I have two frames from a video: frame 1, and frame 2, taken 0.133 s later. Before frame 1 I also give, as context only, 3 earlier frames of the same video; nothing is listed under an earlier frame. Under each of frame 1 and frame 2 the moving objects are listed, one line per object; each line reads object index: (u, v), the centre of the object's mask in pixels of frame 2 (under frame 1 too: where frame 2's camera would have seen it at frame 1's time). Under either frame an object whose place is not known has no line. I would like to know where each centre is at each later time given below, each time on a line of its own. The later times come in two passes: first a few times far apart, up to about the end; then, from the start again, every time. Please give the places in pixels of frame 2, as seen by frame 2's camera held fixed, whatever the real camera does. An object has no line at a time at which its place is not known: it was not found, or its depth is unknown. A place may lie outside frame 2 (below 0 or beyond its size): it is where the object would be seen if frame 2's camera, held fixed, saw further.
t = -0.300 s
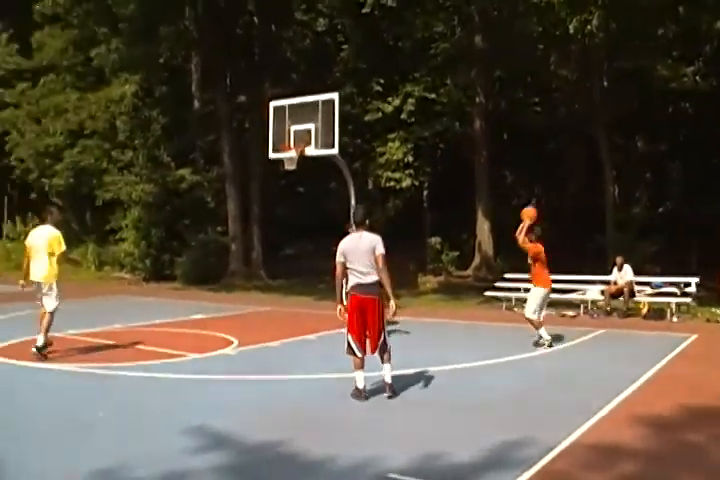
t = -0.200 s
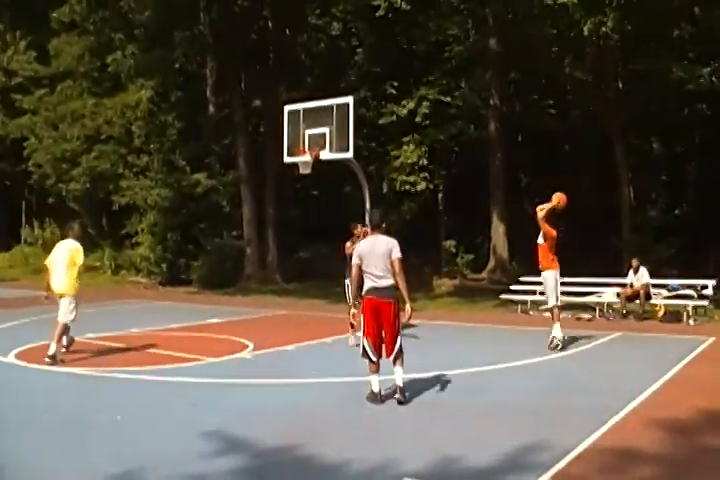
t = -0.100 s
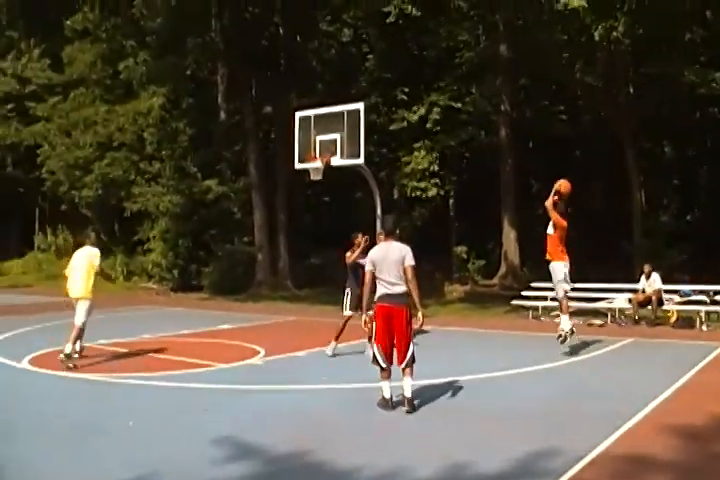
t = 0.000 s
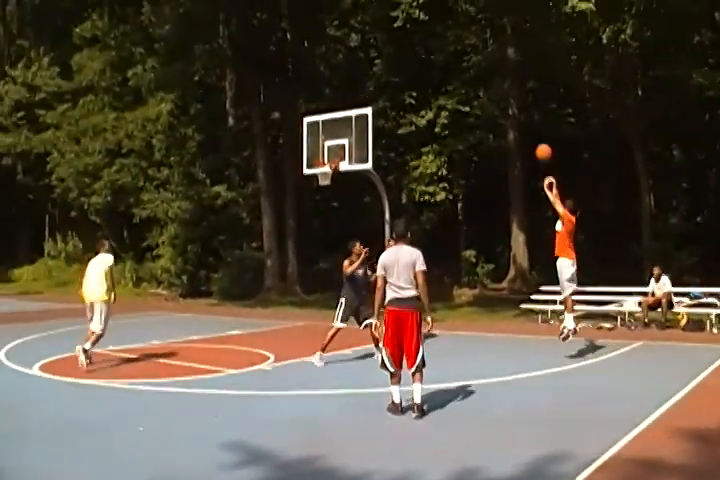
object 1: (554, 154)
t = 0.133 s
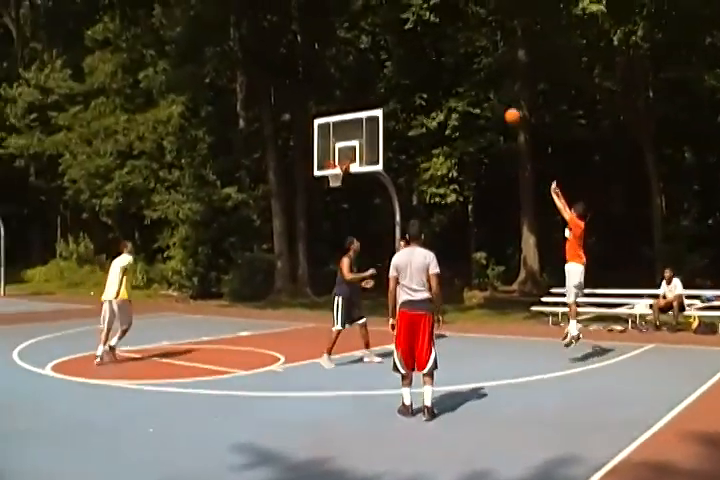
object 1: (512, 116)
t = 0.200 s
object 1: (492, 102)
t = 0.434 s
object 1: (433, 84)
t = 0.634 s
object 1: (388, 96)
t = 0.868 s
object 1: (344, 135)
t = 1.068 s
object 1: (340, 161)
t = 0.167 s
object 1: (502, 109)
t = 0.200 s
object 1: (492, 102)
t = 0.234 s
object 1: (484, 98)
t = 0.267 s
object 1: (474, 93)
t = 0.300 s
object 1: (465, 89)
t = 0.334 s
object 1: (457, 88)
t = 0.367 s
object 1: (449, 86)
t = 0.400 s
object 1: (441, 84)
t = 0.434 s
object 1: (433, 84)
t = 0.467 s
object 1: (425, 84)
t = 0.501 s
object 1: (417, 86)
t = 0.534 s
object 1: (410, 87)
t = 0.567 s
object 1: (402, 89)
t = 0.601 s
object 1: (396, 92)
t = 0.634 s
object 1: (388, 96)
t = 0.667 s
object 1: (382, 99)
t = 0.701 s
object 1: (375, 104)
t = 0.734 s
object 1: (369, 108)
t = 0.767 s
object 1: (363, 114)
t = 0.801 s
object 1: (356, 121)
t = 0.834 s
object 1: (350, 127)
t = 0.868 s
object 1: (344, 135)
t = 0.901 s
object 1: (338, 142)
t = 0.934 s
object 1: (333, 151)
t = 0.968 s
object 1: (328, 159)
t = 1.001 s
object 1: (332, 162)
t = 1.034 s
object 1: (336, 162)
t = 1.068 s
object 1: (340, 161)
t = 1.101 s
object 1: (338, 158)
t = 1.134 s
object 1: (335, 156)
